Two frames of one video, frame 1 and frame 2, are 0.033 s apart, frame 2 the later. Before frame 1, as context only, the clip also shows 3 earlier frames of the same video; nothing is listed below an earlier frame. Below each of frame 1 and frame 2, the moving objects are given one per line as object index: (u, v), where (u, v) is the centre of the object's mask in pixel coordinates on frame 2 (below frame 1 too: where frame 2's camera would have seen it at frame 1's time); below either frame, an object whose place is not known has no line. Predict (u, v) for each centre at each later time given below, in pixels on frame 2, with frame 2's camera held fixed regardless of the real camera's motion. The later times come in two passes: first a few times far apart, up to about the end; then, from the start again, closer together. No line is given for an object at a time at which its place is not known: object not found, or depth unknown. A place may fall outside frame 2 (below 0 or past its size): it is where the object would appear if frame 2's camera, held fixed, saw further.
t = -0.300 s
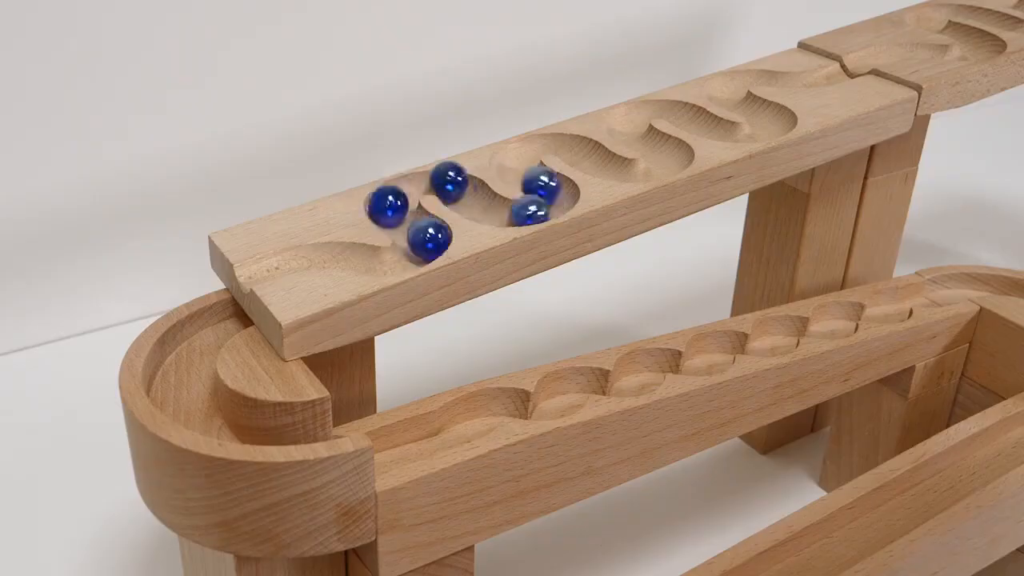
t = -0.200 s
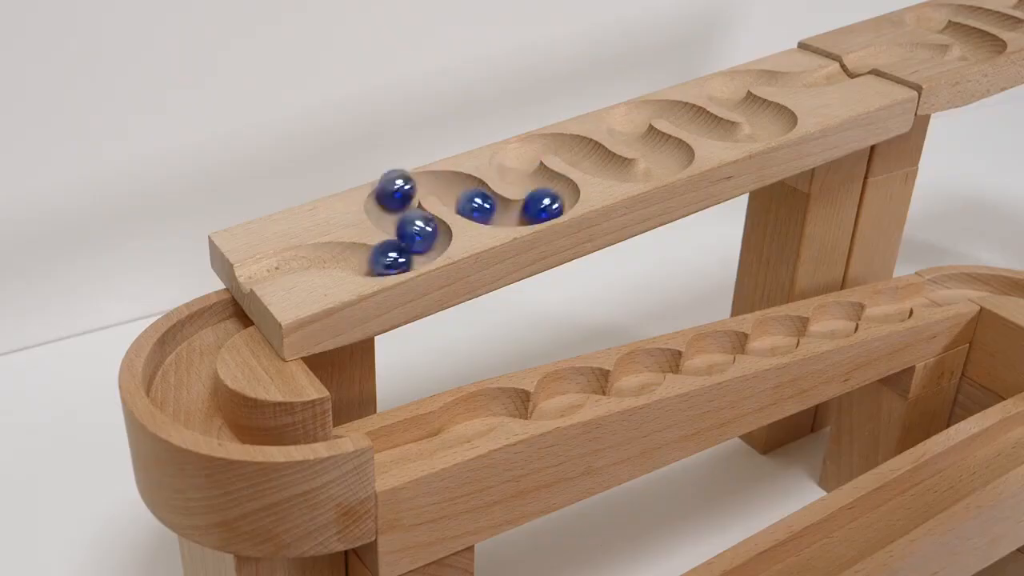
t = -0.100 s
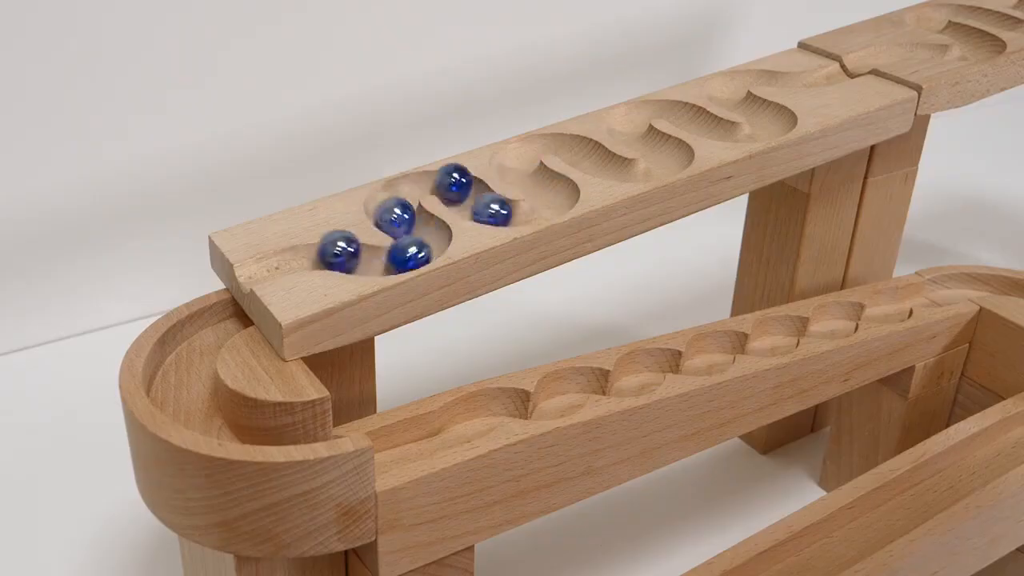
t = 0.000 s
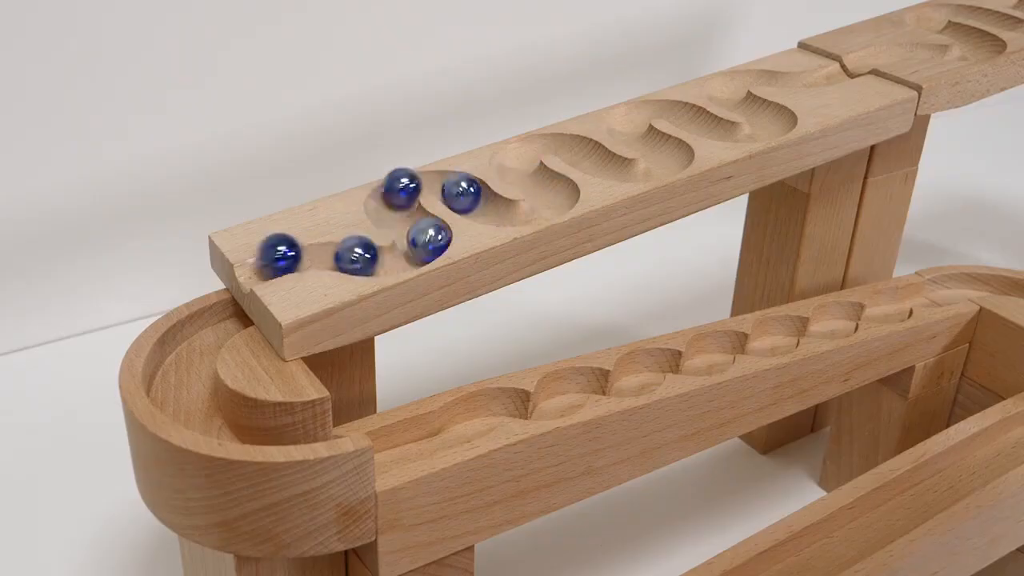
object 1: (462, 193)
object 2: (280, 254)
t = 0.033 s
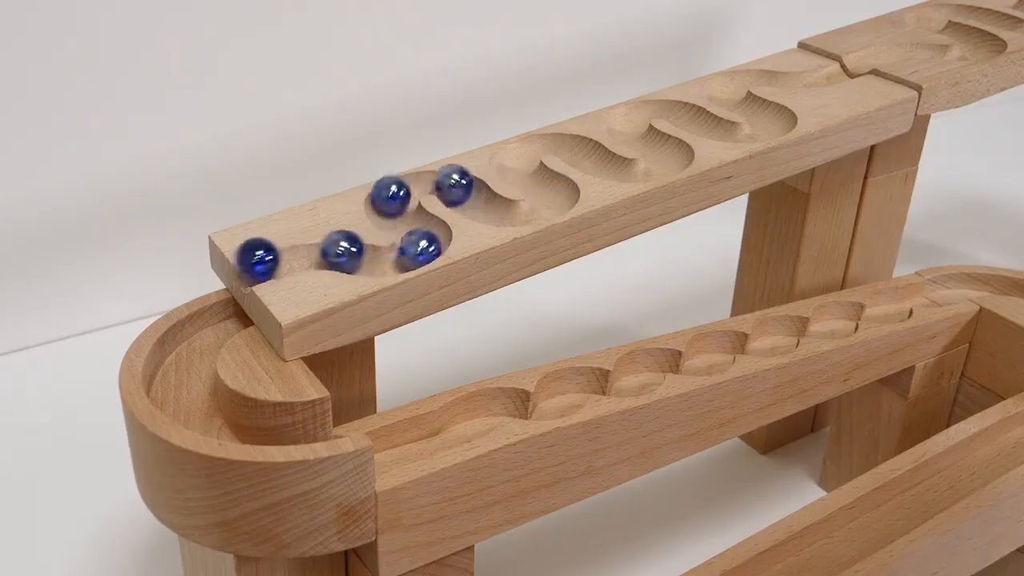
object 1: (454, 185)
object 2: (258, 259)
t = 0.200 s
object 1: (388, 207)
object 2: (170, 382)
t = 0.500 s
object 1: (352, 254)
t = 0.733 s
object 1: (210, 308)
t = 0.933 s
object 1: (224, 437)
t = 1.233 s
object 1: (482, 417)
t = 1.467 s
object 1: (539, 410)
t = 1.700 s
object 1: (566, 392)
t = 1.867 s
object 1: (611, 384)
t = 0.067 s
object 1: (441, 181)
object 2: (236, 270)
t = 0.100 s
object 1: (419, 182)
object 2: (214, 301)
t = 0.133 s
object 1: (399, 187)
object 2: (190, 336)
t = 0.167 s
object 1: (389, 197)
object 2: (178, 355)
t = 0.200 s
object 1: (388, 207)
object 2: (170, 382)
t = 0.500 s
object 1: (352, 254)
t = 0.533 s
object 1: (337, 250)
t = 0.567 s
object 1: (319, 249)
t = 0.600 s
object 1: (298, 251)
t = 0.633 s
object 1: (277, 255)
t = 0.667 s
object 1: (254, 261)
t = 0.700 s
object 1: (231, 272)
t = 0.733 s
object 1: (210, 308)
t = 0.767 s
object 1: (189, 336)
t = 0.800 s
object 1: (177, 357)
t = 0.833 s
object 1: (171, 382)
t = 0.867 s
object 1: (178, 403)
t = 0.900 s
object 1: (197, 423)
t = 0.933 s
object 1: (224, 437)
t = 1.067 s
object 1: (384, 454)
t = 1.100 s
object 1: (400, 443)
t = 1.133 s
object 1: (430, 436)
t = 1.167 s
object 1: (461, 427)
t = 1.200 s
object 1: (476, 419)
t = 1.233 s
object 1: (482, 417)
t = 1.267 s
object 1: (484, 413)
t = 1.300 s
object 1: (492, 412)
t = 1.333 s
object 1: (503, 409)
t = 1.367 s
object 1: (515, 406)
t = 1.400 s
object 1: (525, 407)
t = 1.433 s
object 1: (531, 408)
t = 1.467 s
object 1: (539, 410)
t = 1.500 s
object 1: (545, 408)
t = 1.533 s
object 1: (551, 407)
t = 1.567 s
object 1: (557, 405)
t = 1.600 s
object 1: (561, 403)
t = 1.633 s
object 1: (563, 399)
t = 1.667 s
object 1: (564, 396)
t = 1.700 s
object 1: (566, 392)
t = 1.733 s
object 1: (572, 389)
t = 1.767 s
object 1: (580, 386)
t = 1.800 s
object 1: (590, 384)
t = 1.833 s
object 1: (602, 383)
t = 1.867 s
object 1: (611, 384)
